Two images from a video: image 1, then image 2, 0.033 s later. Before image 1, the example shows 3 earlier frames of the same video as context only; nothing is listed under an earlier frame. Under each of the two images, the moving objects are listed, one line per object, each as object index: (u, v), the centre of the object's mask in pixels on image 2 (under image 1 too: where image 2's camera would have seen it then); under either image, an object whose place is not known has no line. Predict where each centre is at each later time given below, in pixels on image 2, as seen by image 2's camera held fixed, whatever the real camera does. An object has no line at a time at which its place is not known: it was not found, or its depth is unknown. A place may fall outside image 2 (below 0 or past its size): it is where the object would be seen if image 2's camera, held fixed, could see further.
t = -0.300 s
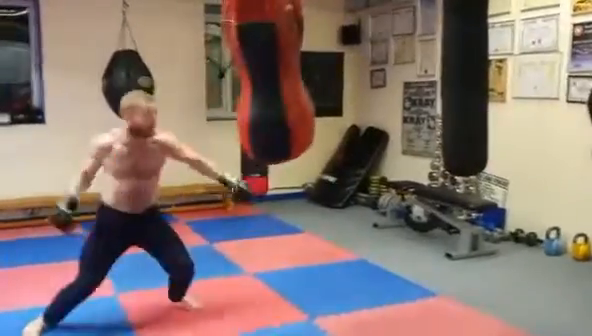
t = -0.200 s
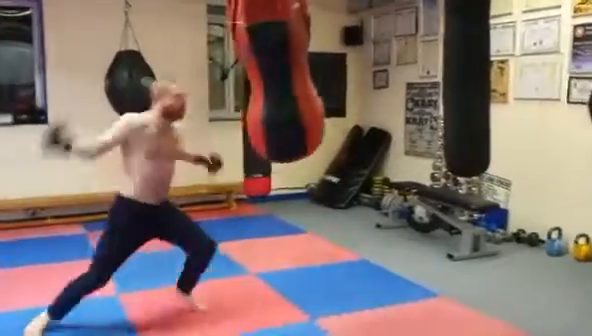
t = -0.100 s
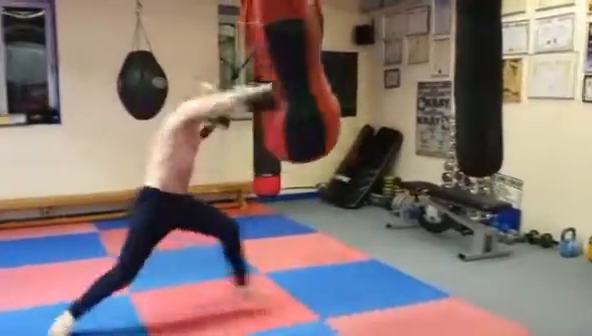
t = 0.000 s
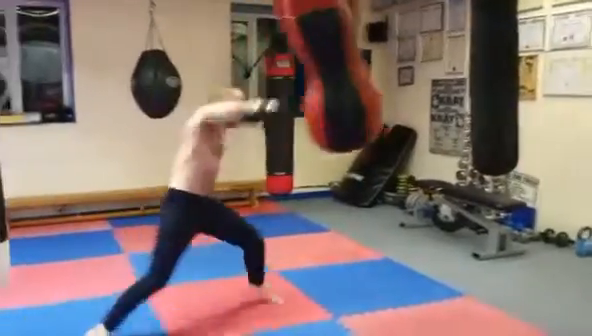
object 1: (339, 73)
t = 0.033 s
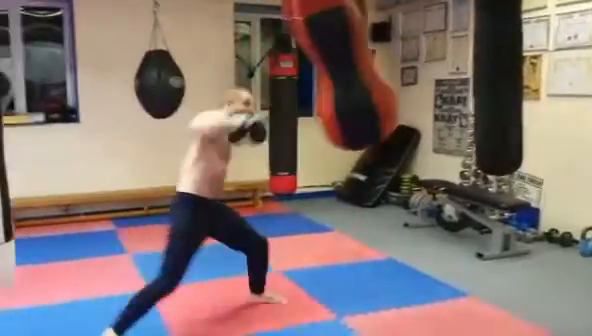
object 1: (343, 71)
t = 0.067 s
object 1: (350, 69)
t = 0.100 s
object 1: (356, 67)
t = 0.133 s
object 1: (360, 66)
